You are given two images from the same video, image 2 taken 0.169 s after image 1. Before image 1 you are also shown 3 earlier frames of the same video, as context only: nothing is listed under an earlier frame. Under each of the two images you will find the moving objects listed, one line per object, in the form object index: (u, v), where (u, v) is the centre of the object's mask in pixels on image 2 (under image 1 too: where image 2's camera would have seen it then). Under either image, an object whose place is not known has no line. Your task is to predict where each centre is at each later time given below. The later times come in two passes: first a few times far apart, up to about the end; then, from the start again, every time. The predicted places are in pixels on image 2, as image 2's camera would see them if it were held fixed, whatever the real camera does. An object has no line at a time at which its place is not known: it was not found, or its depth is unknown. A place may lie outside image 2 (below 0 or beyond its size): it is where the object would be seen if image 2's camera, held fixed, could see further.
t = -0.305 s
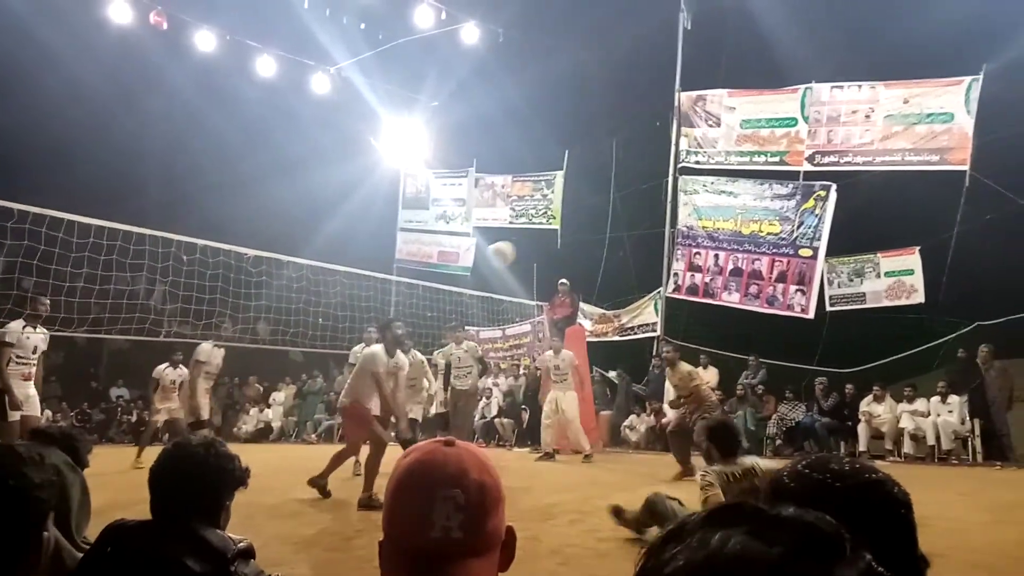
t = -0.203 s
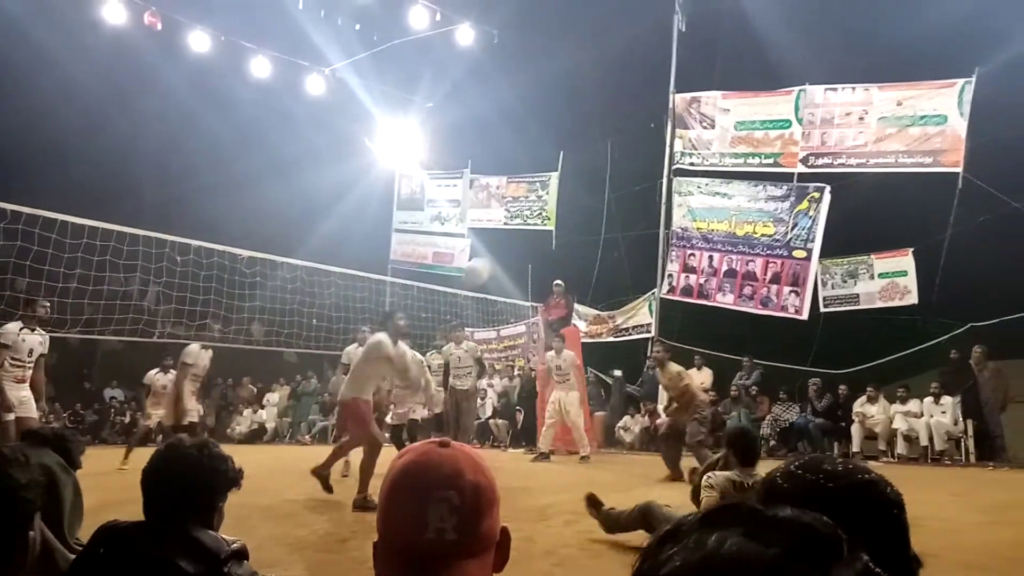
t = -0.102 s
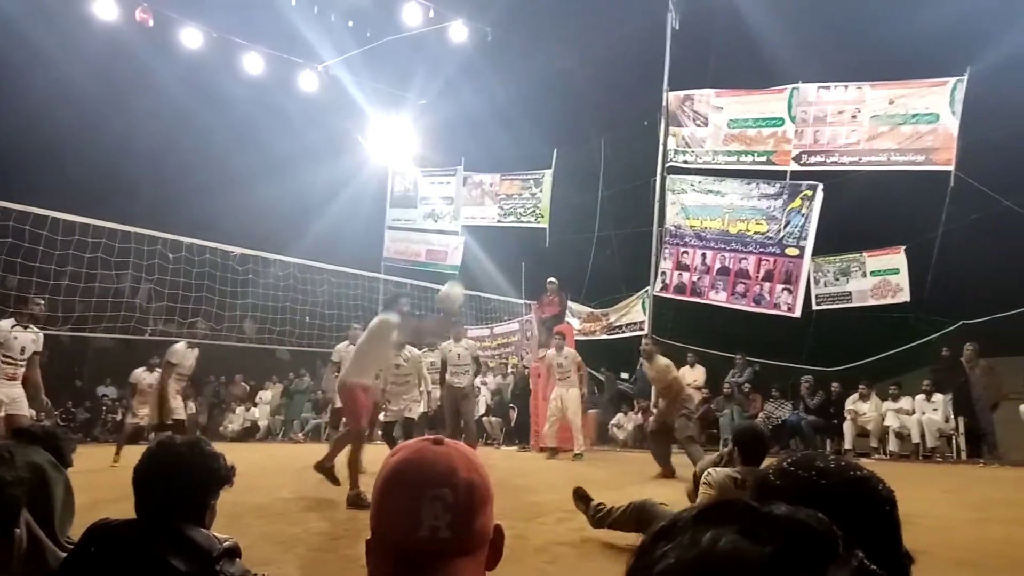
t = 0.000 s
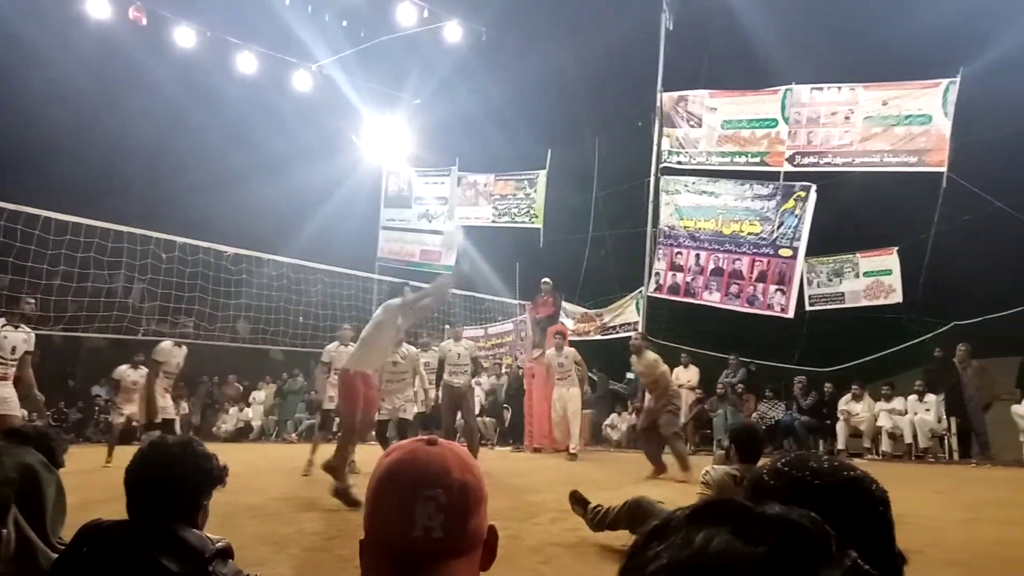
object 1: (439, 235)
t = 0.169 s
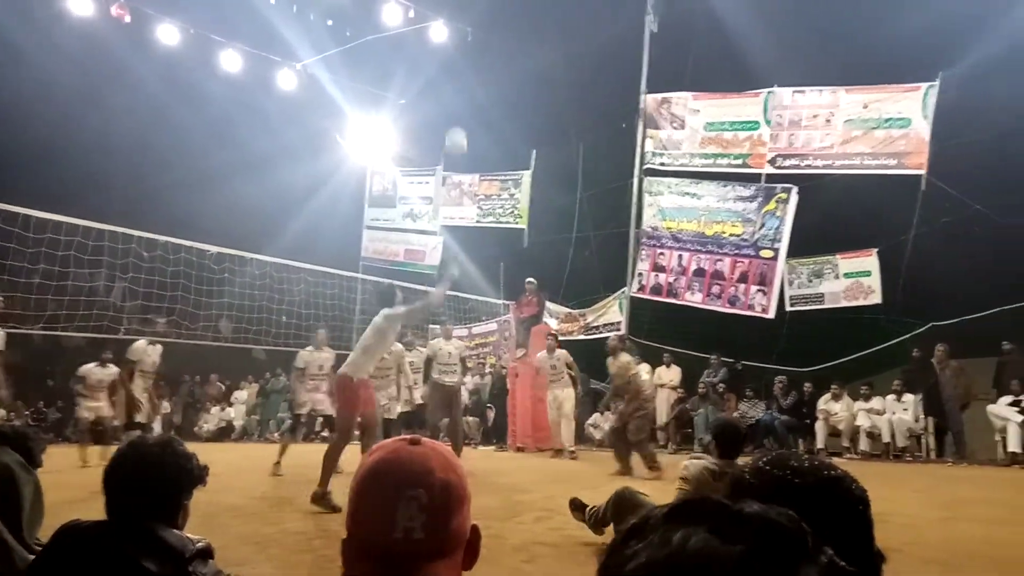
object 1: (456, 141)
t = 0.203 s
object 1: (459, 126)
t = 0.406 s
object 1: (474, 76)
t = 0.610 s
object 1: (487, 64)
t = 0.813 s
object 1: (499, 82)
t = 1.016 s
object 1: (508, 127)
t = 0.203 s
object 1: (459, 126)
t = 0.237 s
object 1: (461, 113)
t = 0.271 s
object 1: (464, 103)
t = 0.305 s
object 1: (467, 95)
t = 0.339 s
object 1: (468, 87)
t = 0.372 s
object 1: (471, 81)
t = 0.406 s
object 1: (474, 76)
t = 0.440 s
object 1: (476, 71)
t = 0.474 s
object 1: (479, 68)
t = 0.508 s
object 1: (481, 65)
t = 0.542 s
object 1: (484, 63)
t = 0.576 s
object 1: (486, 63)
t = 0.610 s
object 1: (487, 64)
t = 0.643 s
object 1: (489, 65)
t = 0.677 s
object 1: (491, 67)
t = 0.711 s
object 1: (493, 70)
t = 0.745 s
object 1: (495, 73)
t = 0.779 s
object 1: (497, 77)
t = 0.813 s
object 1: (499, 82)
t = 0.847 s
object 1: (500, 88)
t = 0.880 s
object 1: (501, 94)
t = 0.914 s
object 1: (503, 102)
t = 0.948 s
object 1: (505, 110)
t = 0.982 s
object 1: (507, 118)
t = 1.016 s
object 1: (508, 127)
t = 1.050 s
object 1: (509, 135)
